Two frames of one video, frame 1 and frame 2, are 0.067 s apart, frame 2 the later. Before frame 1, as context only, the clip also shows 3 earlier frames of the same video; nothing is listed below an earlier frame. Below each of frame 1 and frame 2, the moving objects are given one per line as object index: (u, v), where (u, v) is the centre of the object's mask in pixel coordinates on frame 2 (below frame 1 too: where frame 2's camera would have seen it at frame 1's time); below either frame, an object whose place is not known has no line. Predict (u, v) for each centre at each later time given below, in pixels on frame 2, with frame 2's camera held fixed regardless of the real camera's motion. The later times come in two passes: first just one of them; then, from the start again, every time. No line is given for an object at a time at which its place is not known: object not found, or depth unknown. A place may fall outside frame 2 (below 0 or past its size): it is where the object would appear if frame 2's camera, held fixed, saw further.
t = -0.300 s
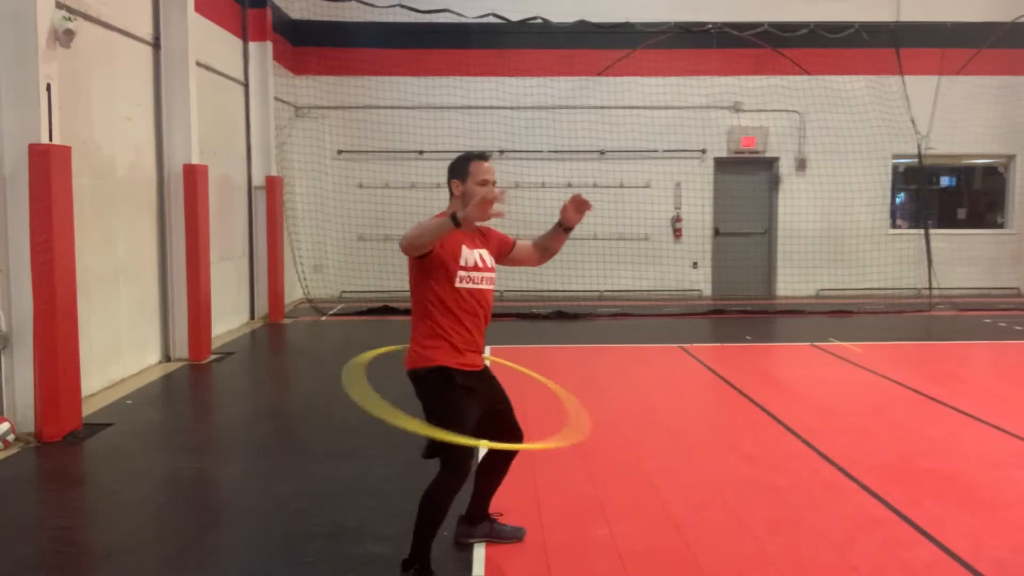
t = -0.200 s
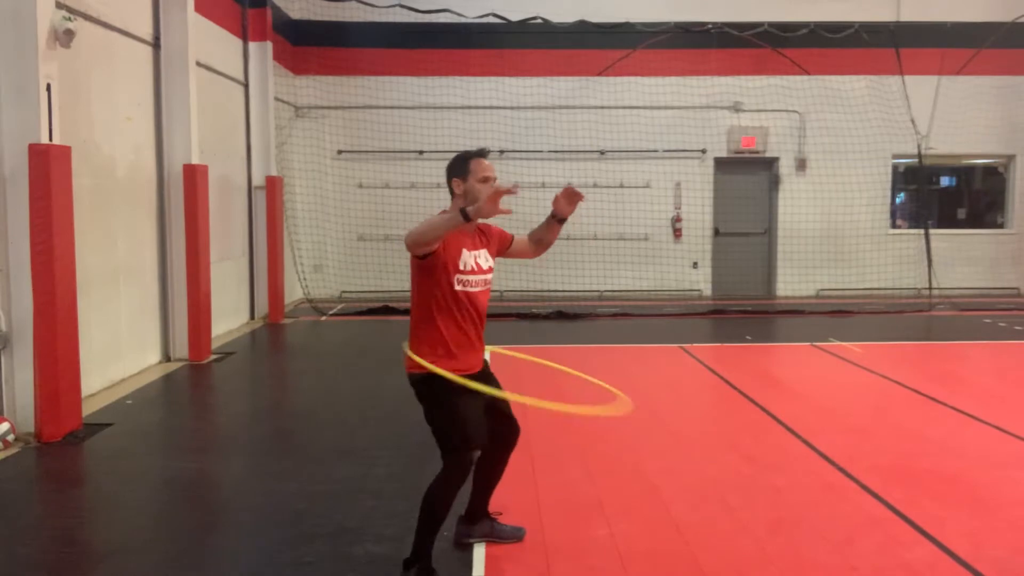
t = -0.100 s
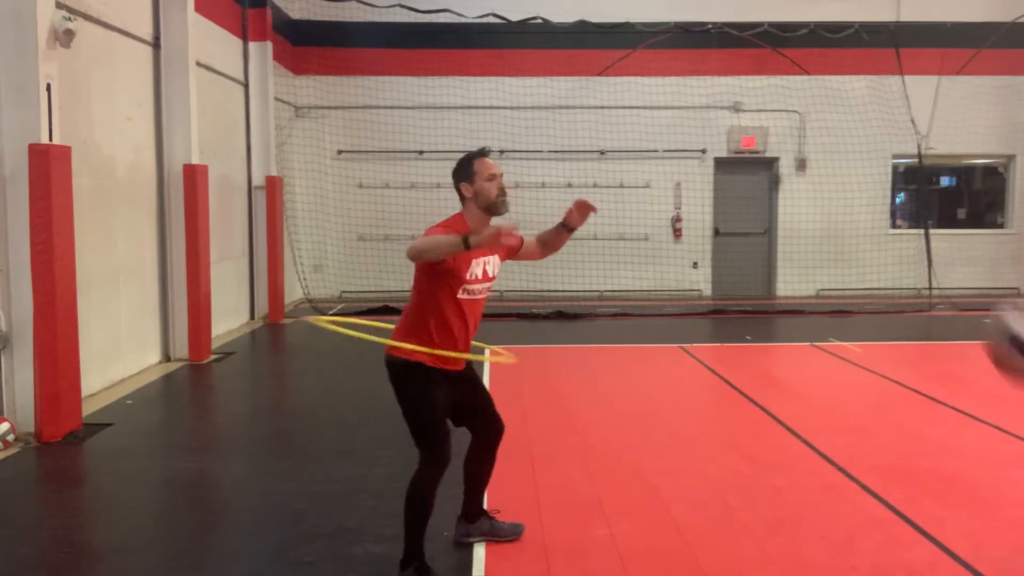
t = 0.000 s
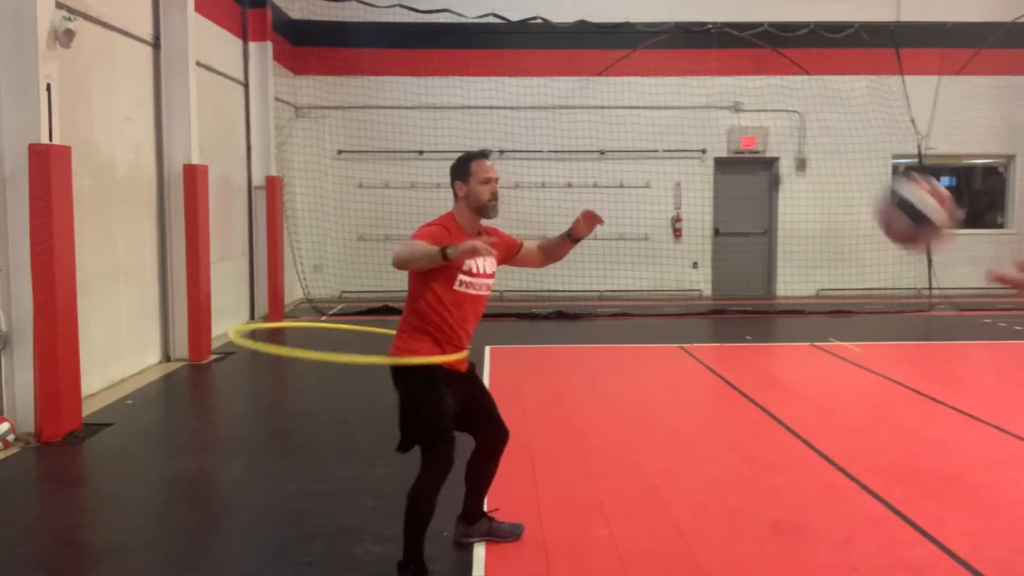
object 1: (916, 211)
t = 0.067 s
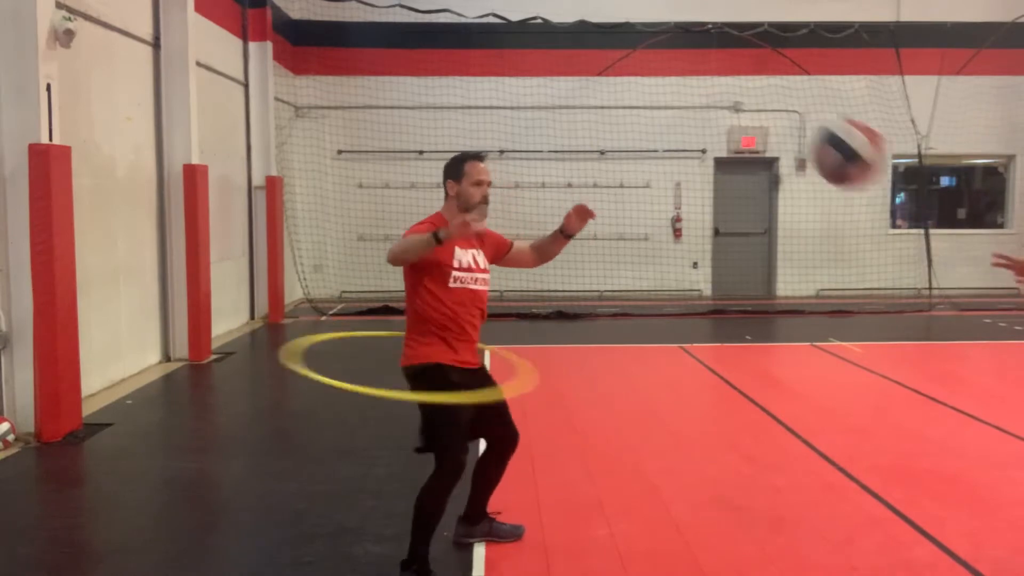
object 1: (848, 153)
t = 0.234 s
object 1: (703, 76)
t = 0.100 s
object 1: (816, 130)
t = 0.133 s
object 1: (786, 111)
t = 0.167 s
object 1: (756, 94)
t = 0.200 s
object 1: (729, 84)
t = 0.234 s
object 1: (703, 76)
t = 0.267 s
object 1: (677, 72)
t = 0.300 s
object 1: (652, 72)
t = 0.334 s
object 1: (628, 75)
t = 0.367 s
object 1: (604, 81)
